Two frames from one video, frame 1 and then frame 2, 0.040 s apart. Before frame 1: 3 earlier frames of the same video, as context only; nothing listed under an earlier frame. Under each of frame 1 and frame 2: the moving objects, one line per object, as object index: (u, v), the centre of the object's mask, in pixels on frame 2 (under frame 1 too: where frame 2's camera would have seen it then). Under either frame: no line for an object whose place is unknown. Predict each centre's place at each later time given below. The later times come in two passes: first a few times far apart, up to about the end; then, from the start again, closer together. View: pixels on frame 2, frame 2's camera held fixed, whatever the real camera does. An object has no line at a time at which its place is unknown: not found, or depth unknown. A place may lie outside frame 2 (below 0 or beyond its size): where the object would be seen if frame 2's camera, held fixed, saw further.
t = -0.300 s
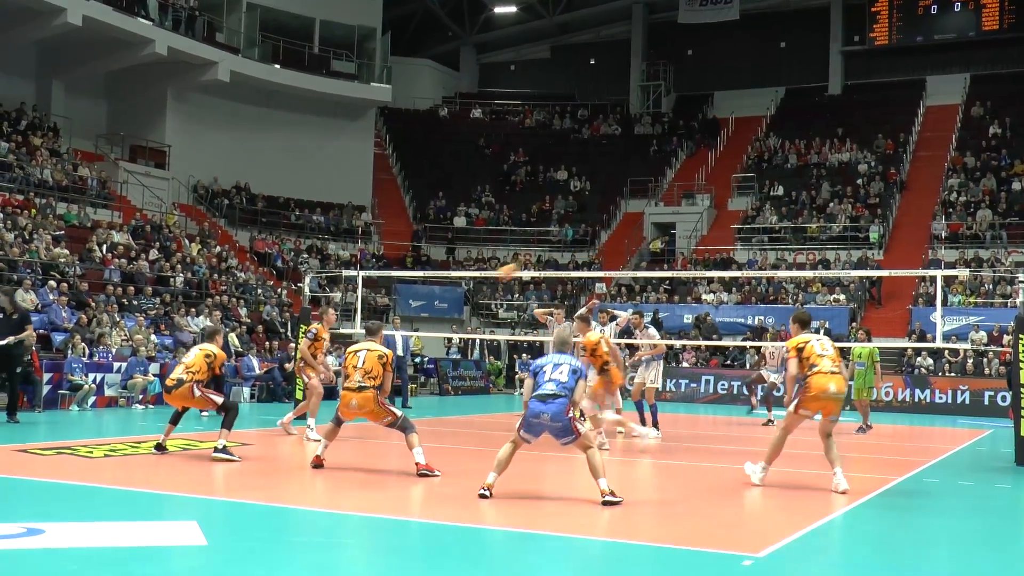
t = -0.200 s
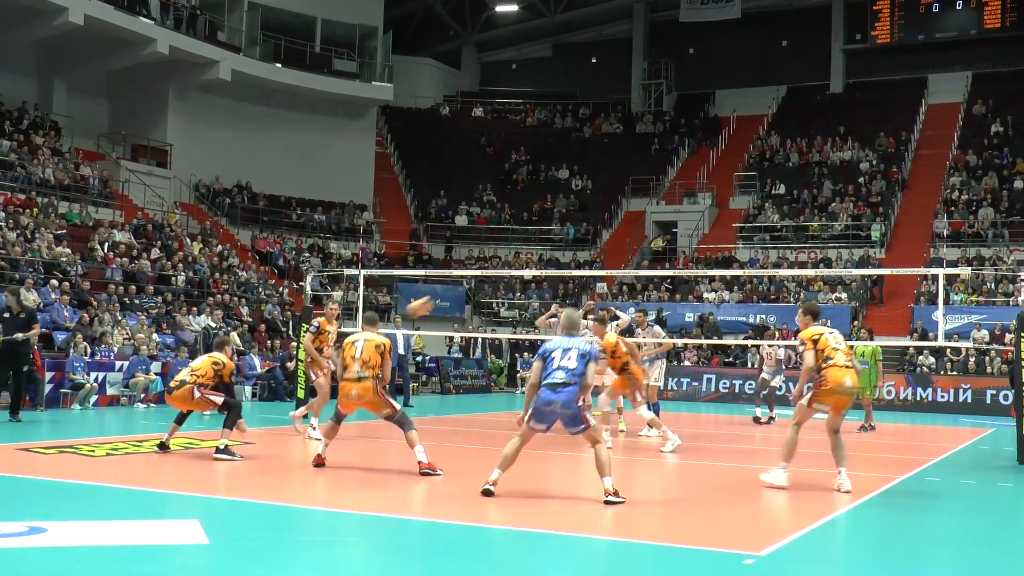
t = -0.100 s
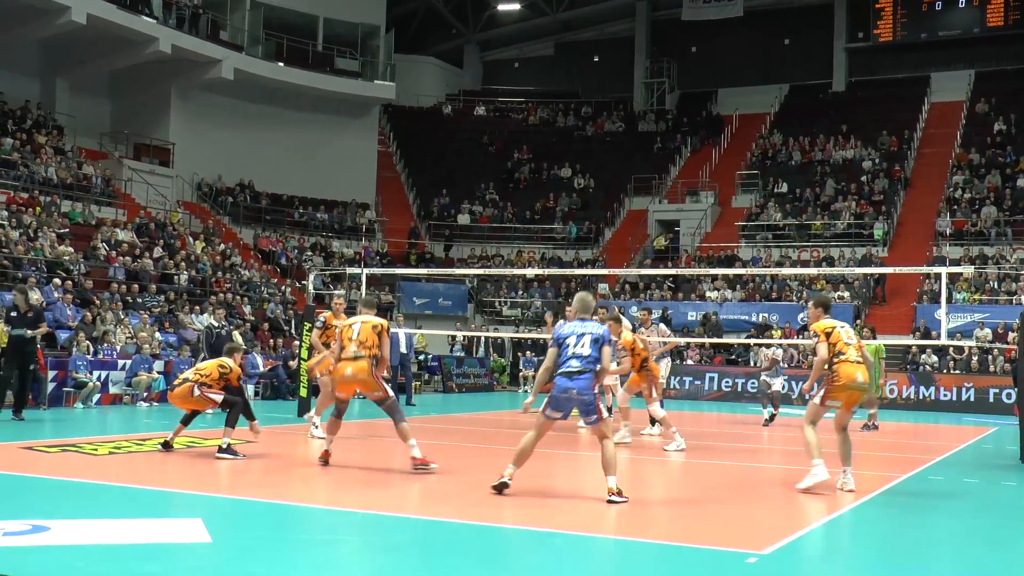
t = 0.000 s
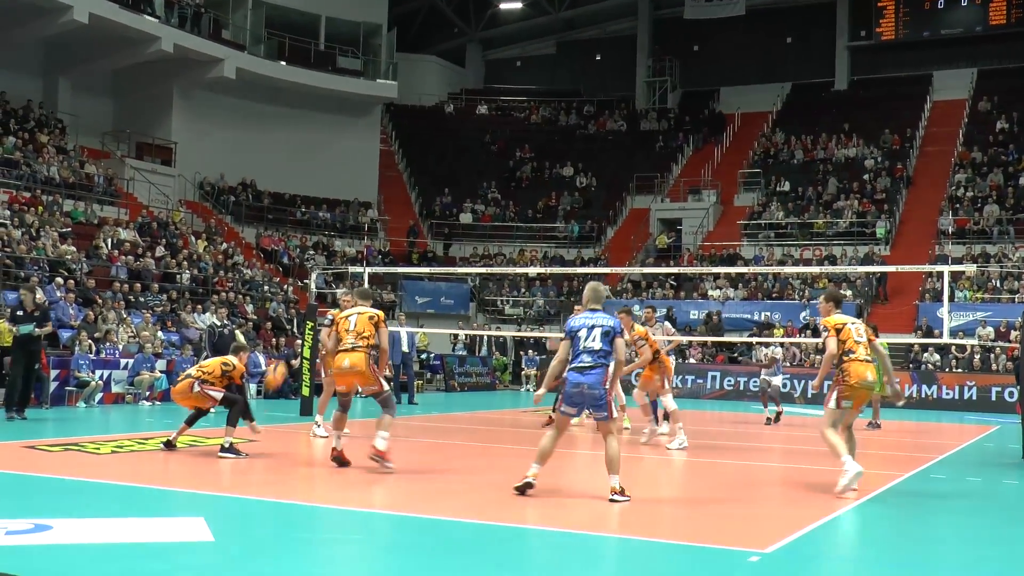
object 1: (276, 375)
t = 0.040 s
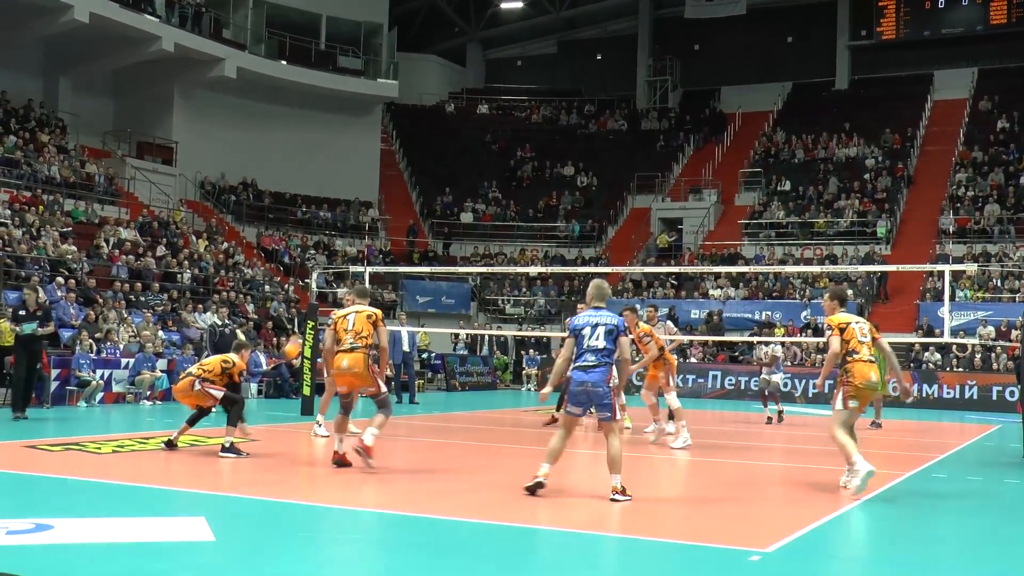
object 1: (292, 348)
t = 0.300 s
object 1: (390, 219)
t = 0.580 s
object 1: (481, 148)
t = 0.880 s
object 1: (570, 144)
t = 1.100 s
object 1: (629, 183)
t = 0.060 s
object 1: (299, 337)
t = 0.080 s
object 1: (308, 323)
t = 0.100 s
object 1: (315, 311)
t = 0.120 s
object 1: (326, 299)
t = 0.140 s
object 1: (332, 290)
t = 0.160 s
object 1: (339, 278)
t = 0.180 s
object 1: (347, 269)
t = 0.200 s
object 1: (354, 260)
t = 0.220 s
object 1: (361, 252)
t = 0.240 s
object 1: (368, 243)
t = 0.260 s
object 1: (377, 233)
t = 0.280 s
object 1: (383, 226)
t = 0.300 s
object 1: (390, 219)
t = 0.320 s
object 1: (397, 211)
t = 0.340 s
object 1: (405, 204)
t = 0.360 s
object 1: (410, 197)
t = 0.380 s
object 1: (417, 192)
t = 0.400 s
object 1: (425, 185)
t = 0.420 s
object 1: (431, 180)
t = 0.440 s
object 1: (437, 175)
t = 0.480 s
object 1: (450, 166)
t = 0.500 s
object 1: (457, 161)
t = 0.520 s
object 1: (463, 158)
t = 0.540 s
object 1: (470, 154)
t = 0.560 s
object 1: (475, 151)
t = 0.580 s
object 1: (481, 148)
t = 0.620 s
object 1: (494, 144)
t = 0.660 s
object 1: (508, 139)
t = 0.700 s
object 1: (518, 138)
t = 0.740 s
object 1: (530, 137)
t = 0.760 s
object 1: (536, 137)
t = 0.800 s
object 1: (548, 138)
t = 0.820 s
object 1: (553, 139)
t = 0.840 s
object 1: (558, 141)
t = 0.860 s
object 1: (564, 142)
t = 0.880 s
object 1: (570, 144)
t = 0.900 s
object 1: (576, 146)
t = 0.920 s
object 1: (581, 148)
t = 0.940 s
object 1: (587, 151)
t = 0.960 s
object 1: (592, 154)
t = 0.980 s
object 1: (597, 158)
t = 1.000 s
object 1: (602, 161)
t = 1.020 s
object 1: (608, 165)
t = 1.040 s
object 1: (614, 169)
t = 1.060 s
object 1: (619, 174)
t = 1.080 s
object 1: (624, 179)
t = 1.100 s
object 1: (629, 183)
